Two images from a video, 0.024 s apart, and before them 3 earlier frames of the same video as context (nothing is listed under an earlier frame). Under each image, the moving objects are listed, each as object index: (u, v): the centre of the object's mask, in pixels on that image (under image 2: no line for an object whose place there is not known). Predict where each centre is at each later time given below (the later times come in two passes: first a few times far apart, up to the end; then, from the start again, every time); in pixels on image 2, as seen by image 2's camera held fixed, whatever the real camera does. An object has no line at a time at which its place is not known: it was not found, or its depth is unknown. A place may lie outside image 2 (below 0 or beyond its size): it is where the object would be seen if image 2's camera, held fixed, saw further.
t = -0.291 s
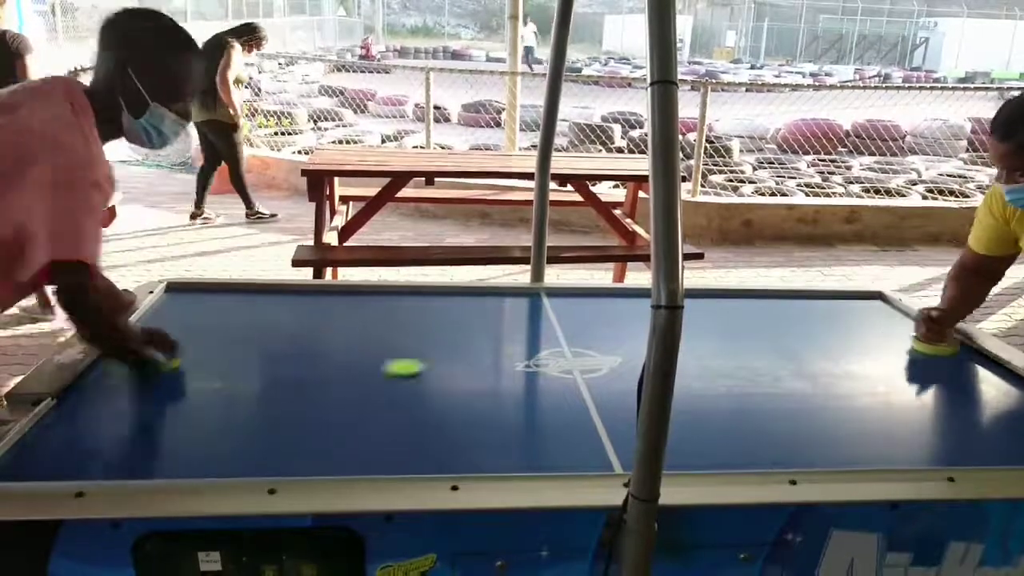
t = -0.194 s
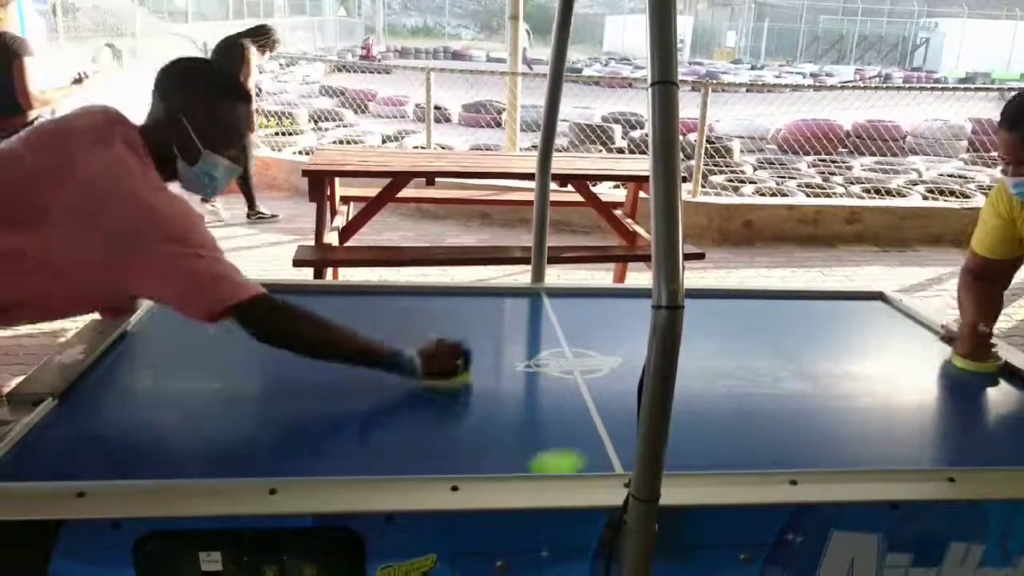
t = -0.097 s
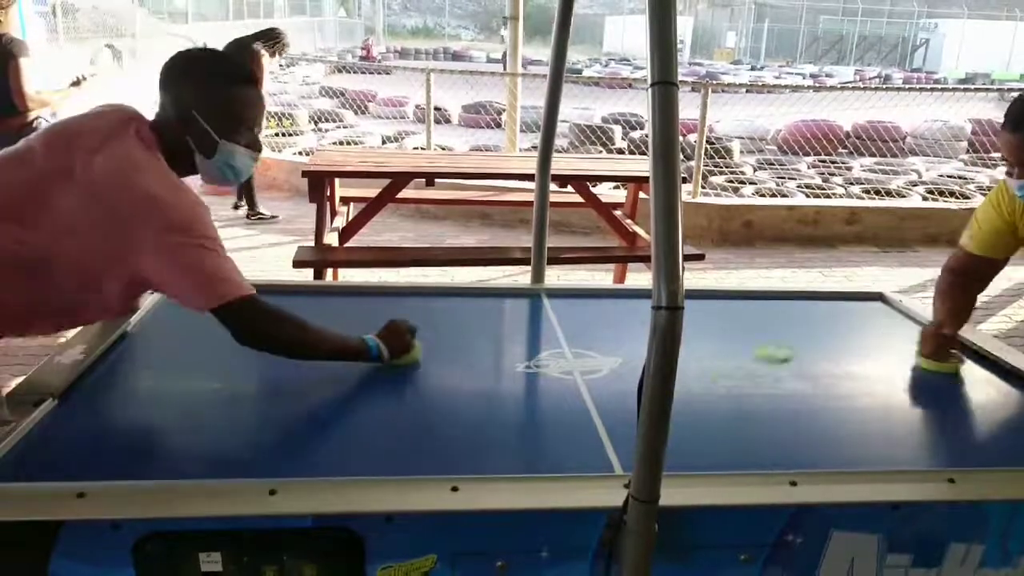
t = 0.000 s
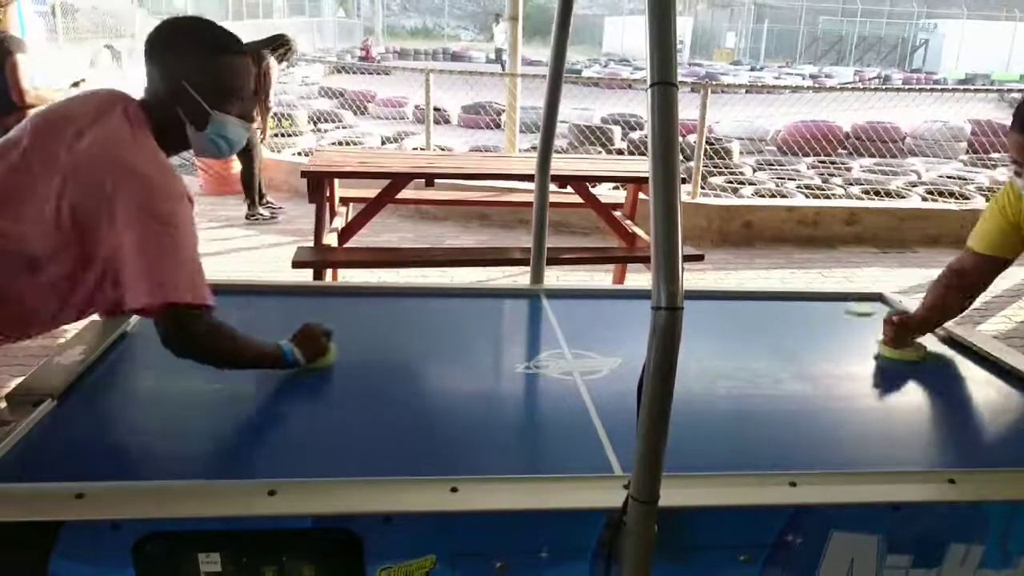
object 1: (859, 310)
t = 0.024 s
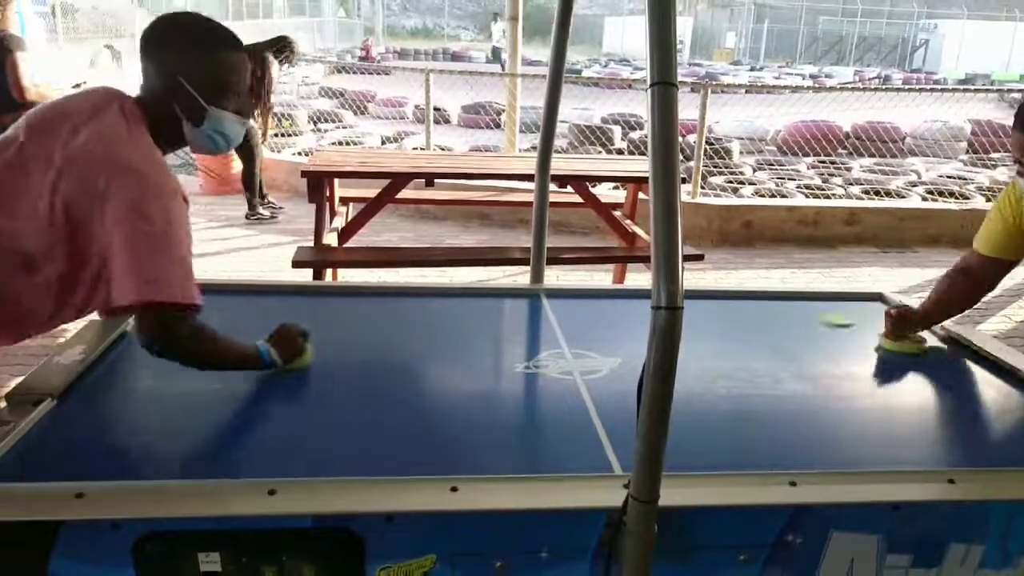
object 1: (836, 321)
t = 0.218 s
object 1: (550, 463)
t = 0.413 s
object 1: (197, 343)
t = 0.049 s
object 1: (812, 334)
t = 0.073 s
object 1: (788, 347)
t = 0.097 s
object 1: (758, 362)
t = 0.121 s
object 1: (726, 378)
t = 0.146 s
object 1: (690, 397)
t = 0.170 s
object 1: (630, 416)
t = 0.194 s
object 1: (602, 439)
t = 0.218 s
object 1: (550, 463)
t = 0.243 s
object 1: (492, 452)
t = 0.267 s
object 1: (438, 432)
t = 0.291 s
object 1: (390, 414)
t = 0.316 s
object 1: (345, 398)
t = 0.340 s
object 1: (303, 383)
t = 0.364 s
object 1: (265, 369)
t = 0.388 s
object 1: (230, 356)
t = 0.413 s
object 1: (197, 343)
